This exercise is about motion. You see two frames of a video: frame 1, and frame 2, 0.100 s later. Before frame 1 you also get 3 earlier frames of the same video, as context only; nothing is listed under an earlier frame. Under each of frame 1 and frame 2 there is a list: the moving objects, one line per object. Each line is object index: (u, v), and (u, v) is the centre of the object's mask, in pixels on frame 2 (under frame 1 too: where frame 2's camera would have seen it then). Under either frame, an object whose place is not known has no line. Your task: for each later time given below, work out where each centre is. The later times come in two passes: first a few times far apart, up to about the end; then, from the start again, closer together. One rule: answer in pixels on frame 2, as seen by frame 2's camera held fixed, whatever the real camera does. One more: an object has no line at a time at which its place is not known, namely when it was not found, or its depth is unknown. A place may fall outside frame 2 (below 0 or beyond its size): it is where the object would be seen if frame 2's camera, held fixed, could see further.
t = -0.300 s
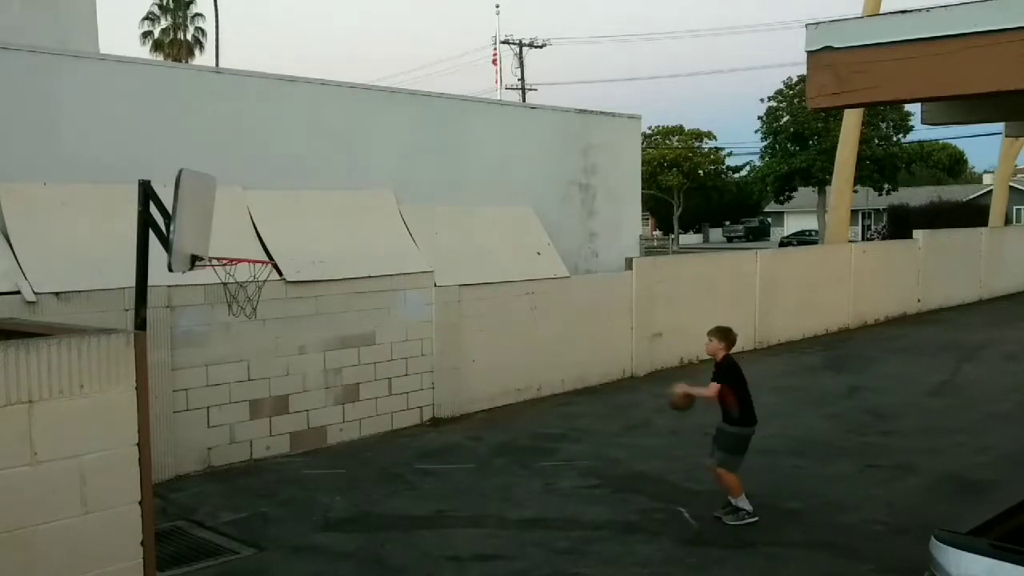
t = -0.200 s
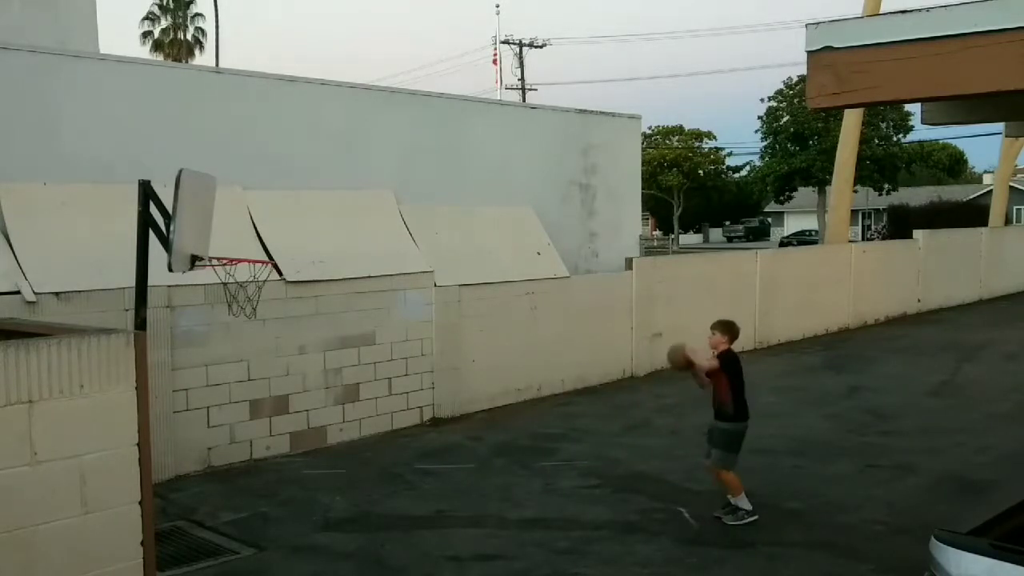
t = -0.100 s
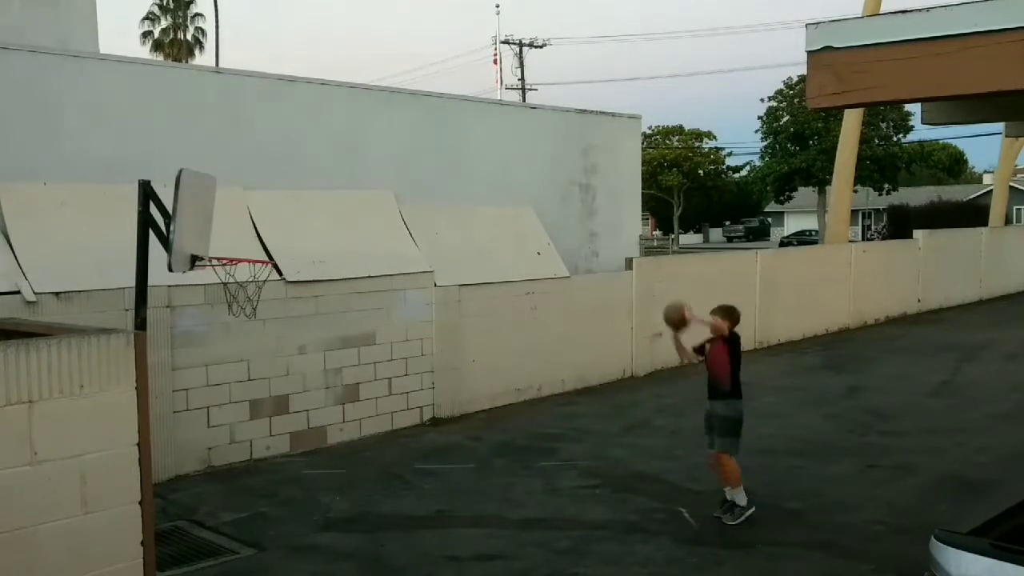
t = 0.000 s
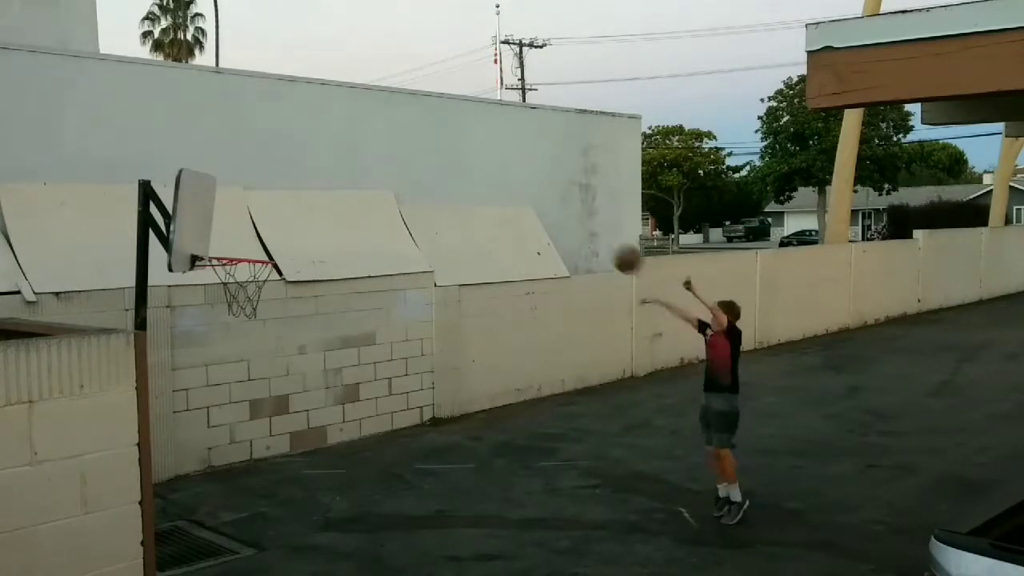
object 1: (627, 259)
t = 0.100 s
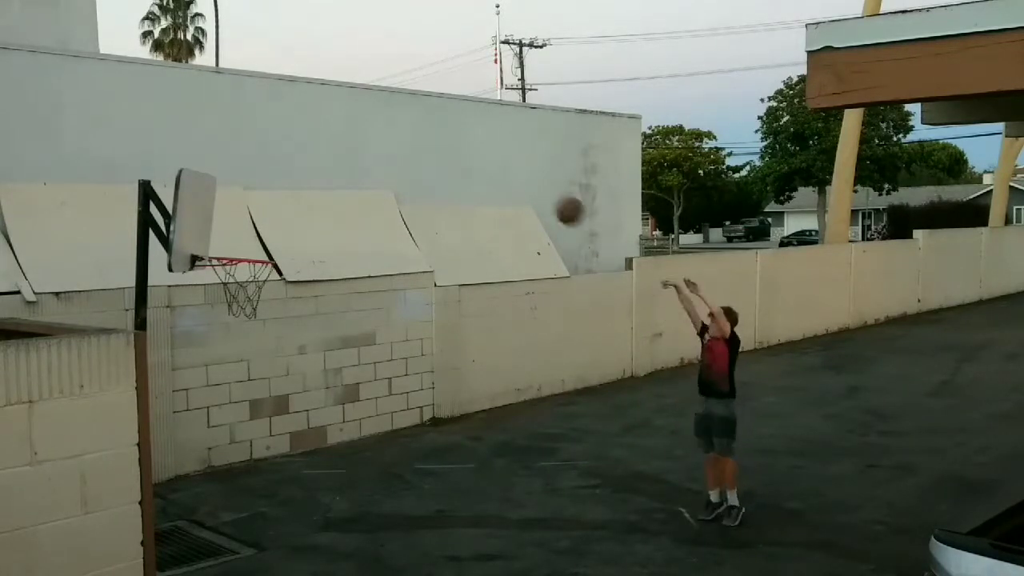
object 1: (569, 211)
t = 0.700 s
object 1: (214, 181)
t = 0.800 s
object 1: (224, 223)
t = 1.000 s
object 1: (249, 263)
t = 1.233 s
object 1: (221, 284)
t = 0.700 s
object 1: (214, 181)
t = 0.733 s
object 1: (209, 194)
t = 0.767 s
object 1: (217, 208)
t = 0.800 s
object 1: (224, 223)
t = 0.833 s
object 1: (232, 239)
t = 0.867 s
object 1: (241, 249)
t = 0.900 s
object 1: (250, 256)
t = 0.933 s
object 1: (258, 262)
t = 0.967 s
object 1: (254, 262)
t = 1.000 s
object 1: (249, 263)
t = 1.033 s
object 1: (244, 266)
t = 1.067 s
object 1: (239, 268)
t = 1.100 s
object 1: (233, 271)
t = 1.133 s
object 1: (229, 275)
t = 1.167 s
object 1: (225, 278)
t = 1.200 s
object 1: (222, 281)
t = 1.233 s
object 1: (221, 284)
